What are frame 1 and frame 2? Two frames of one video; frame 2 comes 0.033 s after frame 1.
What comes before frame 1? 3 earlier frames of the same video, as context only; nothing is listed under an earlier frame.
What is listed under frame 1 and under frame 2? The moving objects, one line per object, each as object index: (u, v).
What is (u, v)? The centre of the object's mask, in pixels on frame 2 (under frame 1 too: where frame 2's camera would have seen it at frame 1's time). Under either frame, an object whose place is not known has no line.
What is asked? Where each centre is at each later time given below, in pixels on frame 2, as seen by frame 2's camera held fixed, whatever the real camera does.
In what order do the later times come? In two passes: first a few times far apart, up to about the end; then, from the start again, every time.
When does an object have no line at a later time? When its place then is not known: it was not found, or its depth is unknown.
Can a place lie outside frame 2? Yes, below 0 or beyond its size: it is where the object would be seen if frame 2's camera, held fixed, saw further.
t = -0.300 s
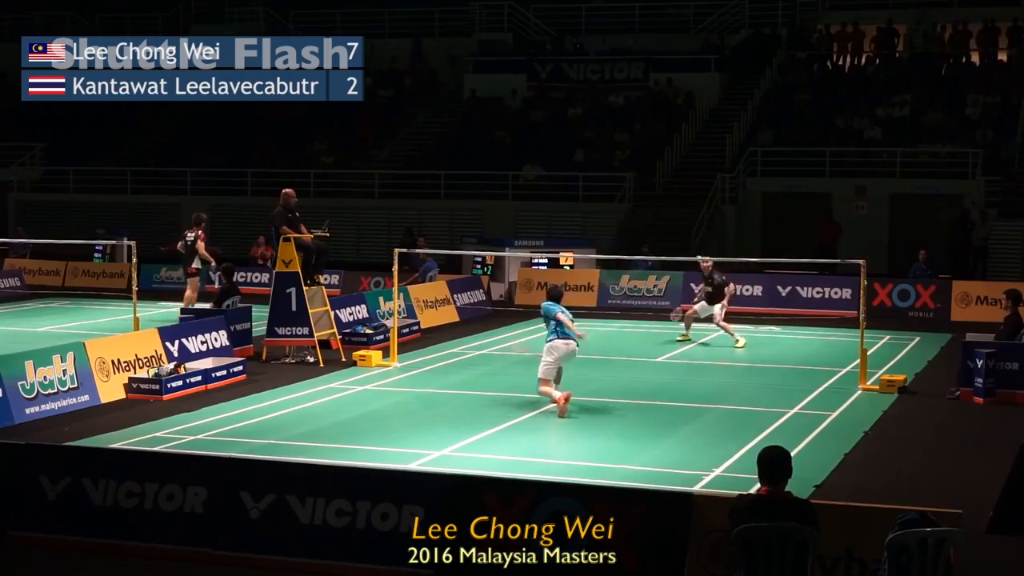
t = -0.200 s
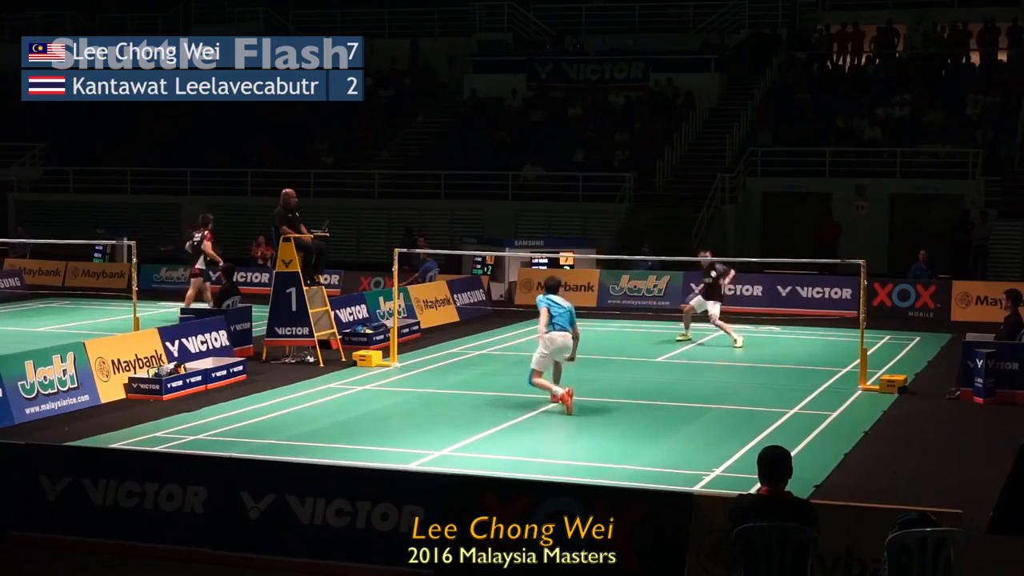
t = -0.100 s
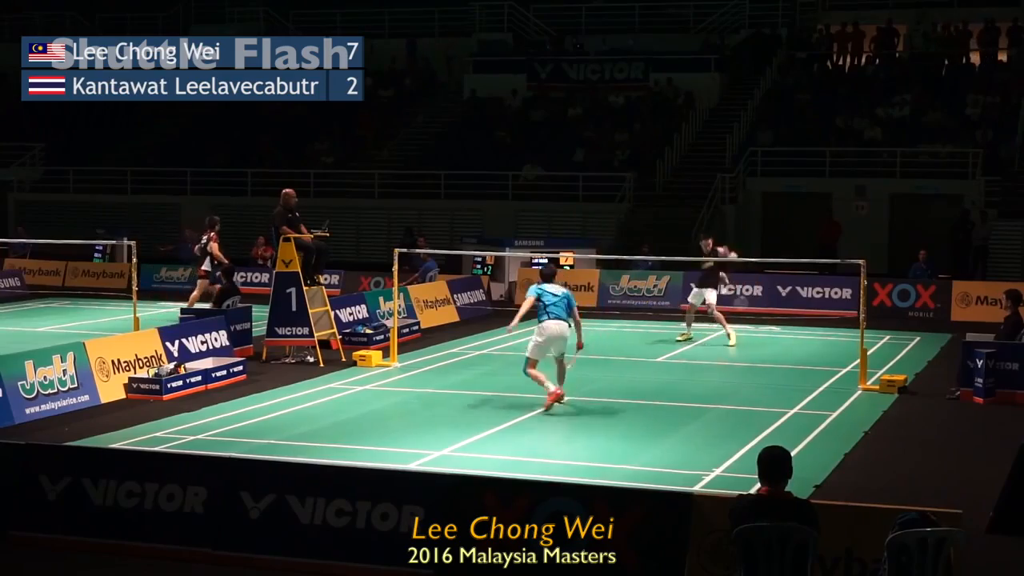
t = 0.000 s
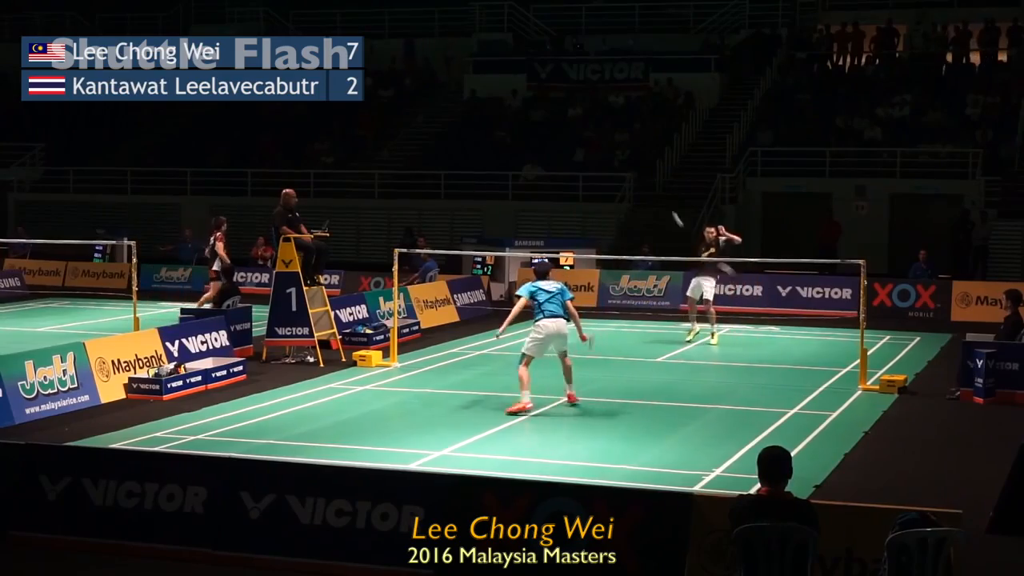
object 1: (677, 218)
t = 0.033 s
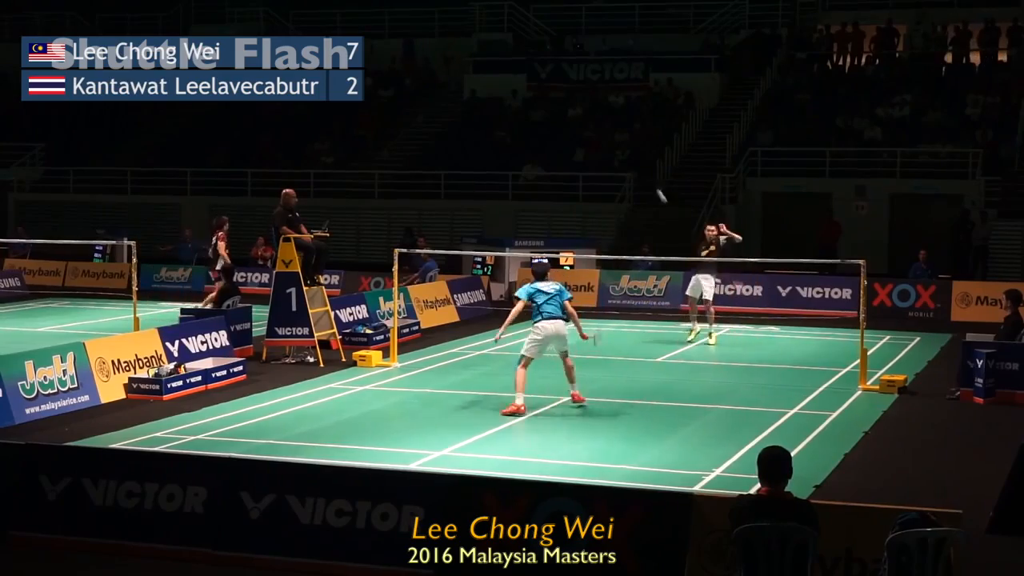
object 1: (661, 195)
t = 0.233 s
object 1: (588, 103)
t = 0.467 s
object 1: (525, 60)
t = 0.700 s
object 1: (470, 67)
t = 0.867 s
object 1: (434, 100)
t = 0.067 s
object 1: (646, 174)
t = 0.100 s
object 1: (634, 155)
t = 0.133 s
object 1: (622, 140)
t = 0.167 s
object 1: (609, 126)
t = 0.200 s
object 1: (599, 114)
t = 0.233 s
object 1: (588, 103)
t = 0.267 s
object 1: (579, 94)
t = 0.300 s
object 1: (569, 85)
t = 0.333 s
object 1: (559, 78)
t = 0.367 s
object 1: (550, 71)
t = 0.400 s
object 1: (542, 67)
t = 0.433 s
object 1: (533, 63)
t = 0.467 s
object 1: (525, 60)
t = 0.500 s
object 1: (516, 58)
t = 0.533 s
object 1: (508, 57)
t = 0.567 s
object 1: (500, 57)
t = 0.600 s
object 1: (493, 58)
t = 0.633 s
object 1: (485, 60)
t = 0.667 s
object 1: (477, 63)
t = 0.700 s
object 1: (470, 67)
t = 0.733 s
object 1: (462, 71)
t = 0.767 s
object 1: (455, 77)
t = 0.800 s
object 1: (448, 84)
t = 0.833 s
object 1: (441, 91)
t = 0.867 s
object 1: (434, 100)
